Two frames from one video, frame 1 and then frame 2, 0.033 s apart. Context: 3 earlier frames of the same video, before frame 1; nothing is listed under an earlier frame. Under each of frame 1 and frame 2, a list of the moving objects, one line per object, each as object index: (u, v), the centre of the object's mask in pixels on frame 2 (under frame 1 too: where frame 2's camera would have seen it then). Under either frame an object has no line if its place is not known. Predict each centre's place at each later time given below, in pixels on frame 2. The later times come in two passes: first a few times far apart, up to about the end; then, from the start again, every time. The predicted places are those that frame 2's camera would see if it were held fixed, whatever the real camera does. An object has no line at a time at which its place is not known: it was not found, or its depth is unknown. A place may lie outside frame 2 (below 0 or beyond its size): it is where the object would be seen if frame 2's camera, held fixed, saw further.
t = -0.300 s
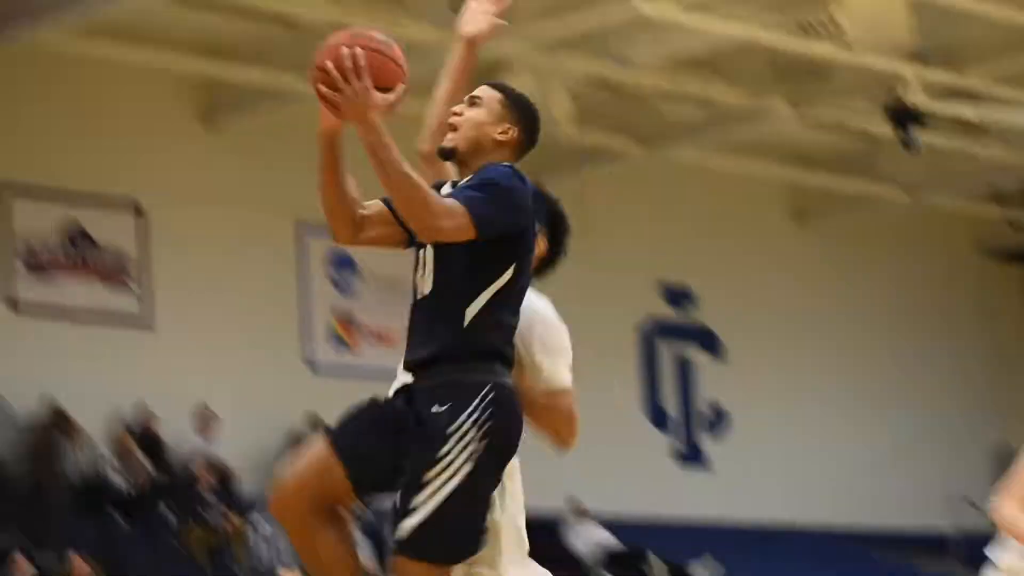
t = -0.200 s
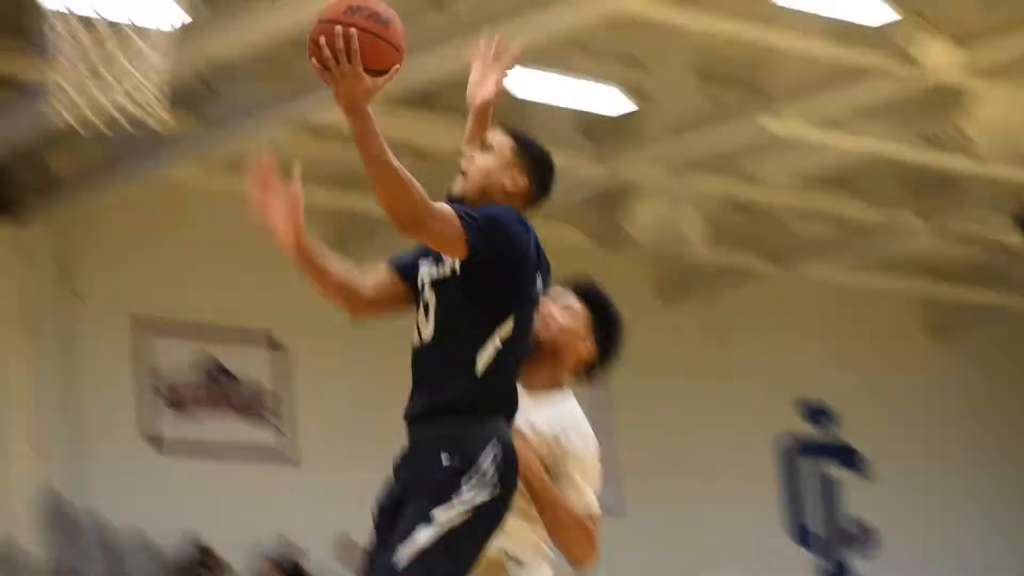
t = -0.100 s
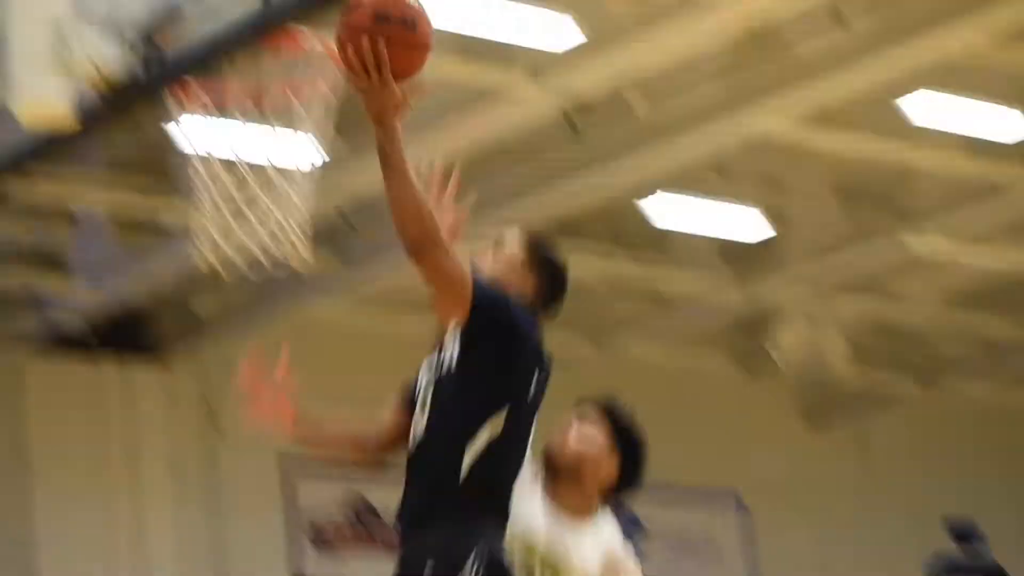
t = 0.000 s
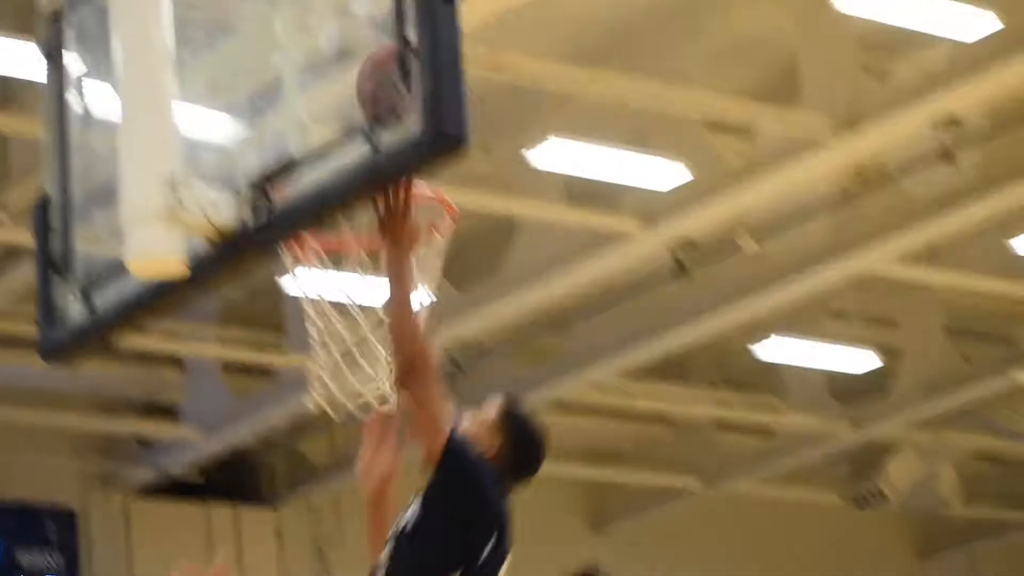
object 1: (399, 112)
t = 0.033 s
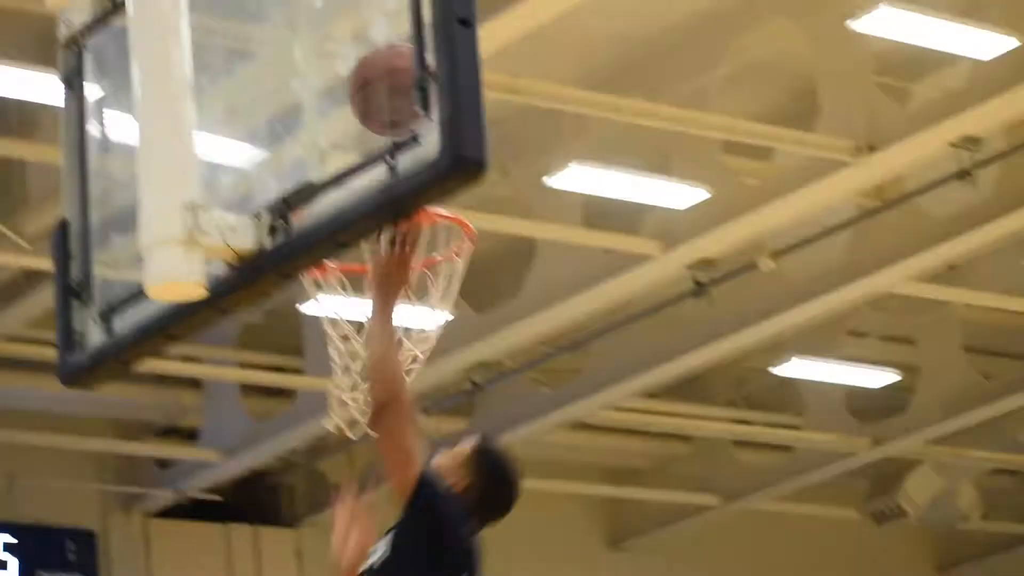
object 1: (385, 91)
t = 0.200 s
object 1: (387, 71)
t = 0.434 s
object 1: (450, 225)
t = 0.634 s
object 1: (342, 291)
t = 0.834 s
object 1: (356, 439)
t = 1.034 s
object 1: (393, 723)
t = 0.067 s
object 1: (378, 77)
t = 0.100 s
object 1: (380, 71)
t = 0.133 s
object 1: (383, 66)
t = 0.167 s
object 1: (385, 66)
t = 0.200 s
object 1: (387, 71)
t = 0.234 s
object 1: (389, 78)
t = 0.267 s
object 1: (393, 90)
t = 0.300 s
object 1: (394, 101)
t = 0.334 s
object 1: (396, 113)
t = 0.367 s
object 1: (401, 123)
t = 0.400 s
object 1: (457, 204)
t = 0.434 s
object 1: (450, 225)
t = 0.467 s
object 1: (425, 239)
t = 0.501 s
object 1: (409, 246)
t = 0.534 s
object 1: (391, 251)
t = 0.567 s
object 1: (369, 264)
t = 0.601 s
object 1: (355, 275)
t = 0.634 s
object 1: (342, 291)
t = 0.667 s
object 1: (339, 305)
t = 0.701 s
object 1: (341, 328)
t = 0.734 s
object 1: (344, 353)
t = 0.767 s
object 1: (347, 377)
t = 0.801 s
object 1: (351, 407)
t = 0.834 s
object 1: (356, 439)
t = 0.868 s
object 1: (363, 477)
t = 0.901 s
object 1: (367, 519)
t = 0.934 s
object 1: (374, 567)
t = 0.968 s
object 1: (381, 619)
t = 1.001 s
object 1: (387, 679)
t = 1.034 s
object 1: (393, 723)
